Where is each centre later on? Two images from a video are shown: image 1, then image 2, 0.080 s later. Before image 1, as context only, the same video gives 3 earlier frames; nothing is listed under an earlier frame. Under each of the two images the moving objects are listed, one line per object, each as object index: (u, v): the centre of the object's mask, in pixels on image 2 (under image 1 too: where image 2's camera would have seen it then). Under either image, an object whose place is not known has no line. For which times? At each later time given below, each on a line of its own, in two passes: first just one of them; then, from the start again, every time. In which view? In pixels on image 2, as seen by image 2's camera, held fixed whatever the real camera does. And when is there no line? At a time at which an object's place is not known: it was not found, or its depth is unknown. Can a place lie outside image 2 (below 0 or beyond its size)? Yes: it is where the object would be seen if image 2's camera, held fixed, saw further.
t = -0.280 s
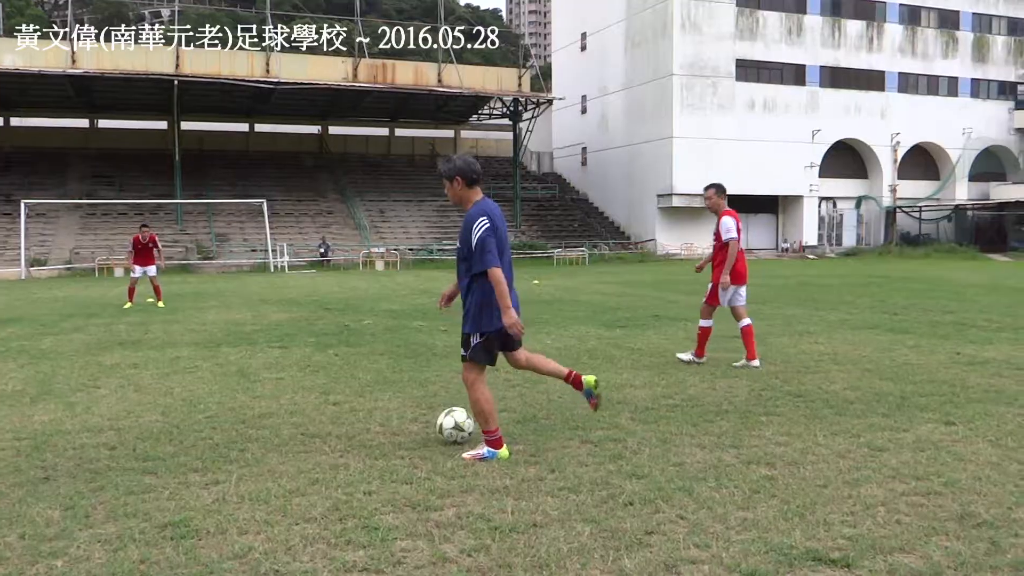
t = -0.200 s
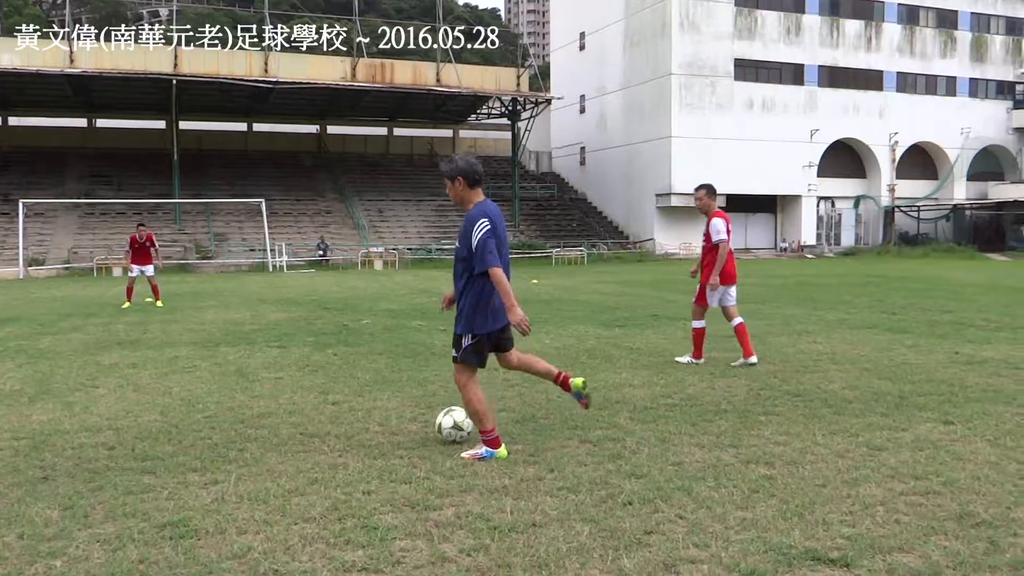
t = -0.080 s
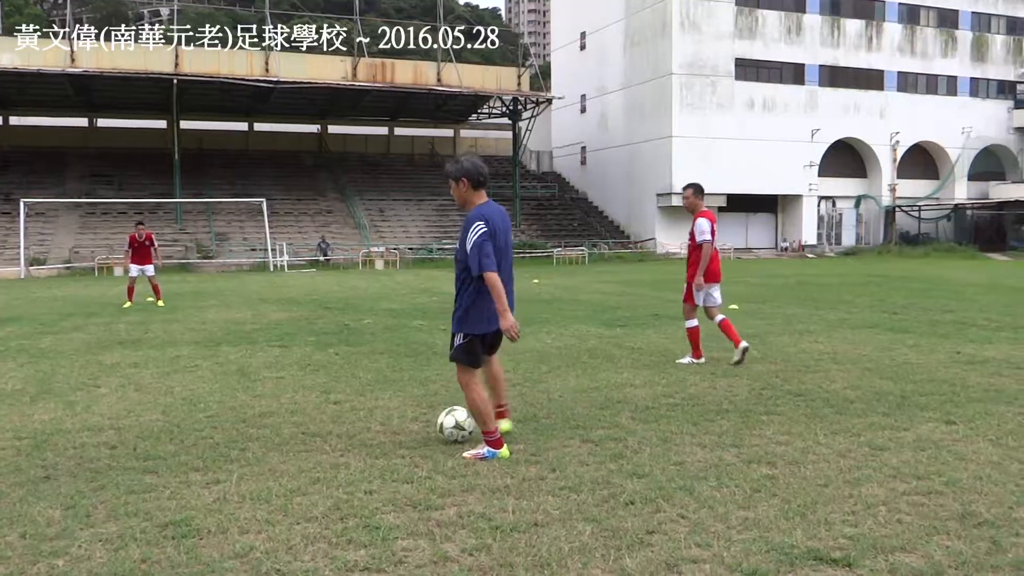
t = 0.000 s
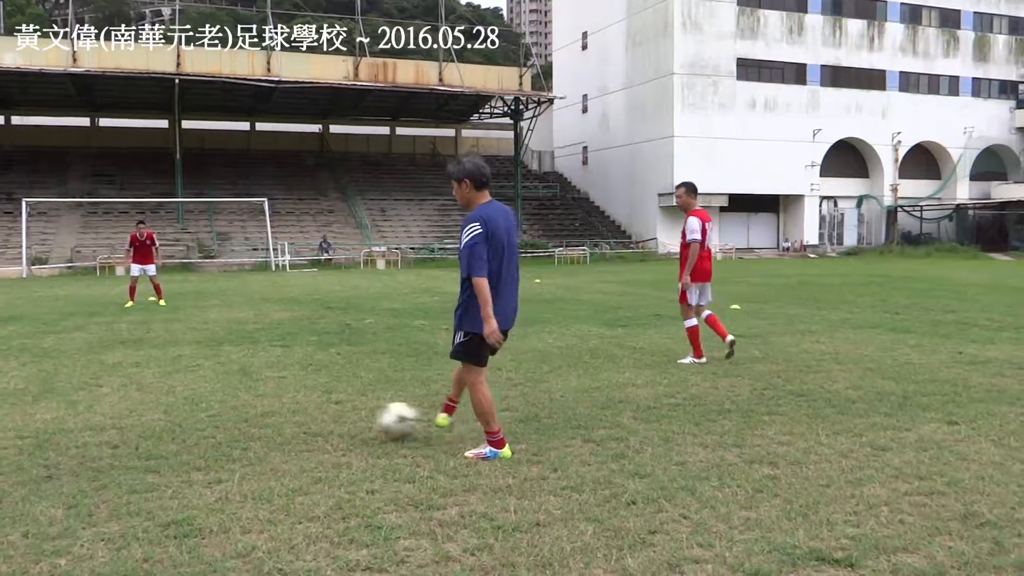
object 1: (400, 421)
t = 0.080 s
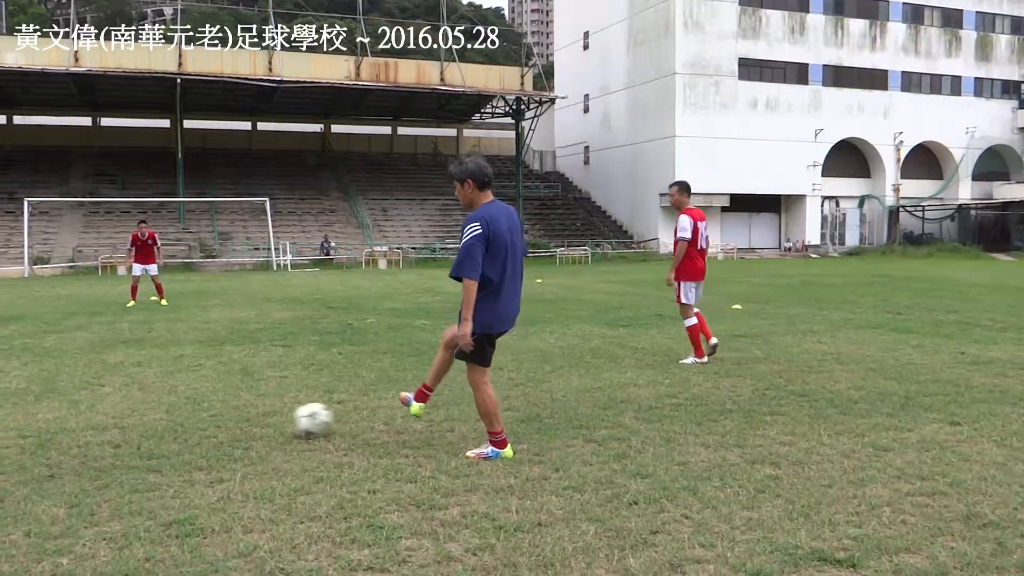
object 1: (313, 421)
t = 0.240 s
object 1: (166, 417)
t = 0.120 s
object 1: (274, 417)
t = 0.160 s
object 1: (237, 417)
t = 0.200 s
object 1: (202, 417)
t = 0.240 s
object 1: (166, 417)
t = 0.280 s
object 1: (137, 415)
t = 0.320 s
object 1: (108, 413)
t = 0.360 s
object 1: (79, 413)
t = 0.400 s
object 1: (50, 415)
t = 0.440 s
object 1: (24, 415)
